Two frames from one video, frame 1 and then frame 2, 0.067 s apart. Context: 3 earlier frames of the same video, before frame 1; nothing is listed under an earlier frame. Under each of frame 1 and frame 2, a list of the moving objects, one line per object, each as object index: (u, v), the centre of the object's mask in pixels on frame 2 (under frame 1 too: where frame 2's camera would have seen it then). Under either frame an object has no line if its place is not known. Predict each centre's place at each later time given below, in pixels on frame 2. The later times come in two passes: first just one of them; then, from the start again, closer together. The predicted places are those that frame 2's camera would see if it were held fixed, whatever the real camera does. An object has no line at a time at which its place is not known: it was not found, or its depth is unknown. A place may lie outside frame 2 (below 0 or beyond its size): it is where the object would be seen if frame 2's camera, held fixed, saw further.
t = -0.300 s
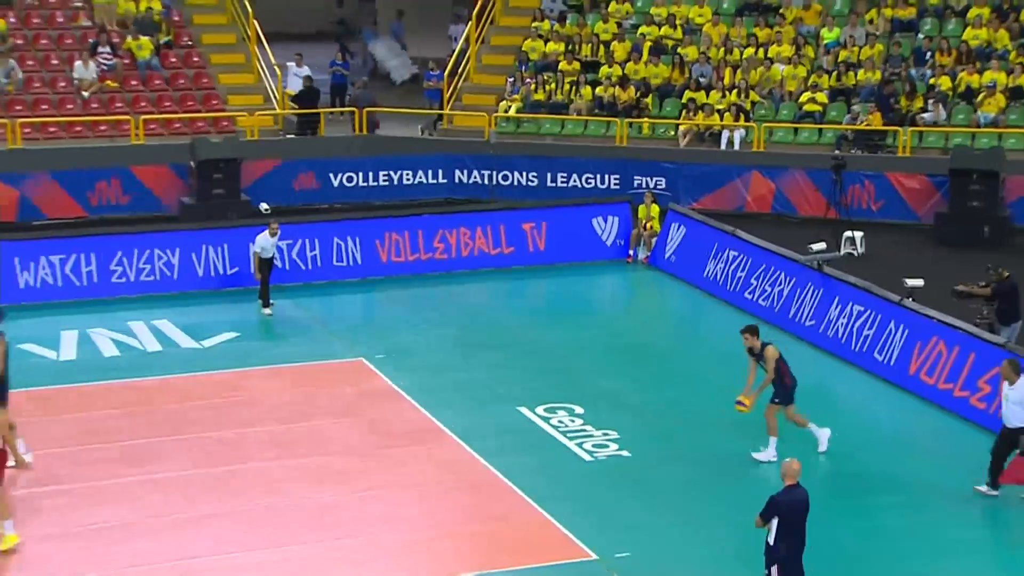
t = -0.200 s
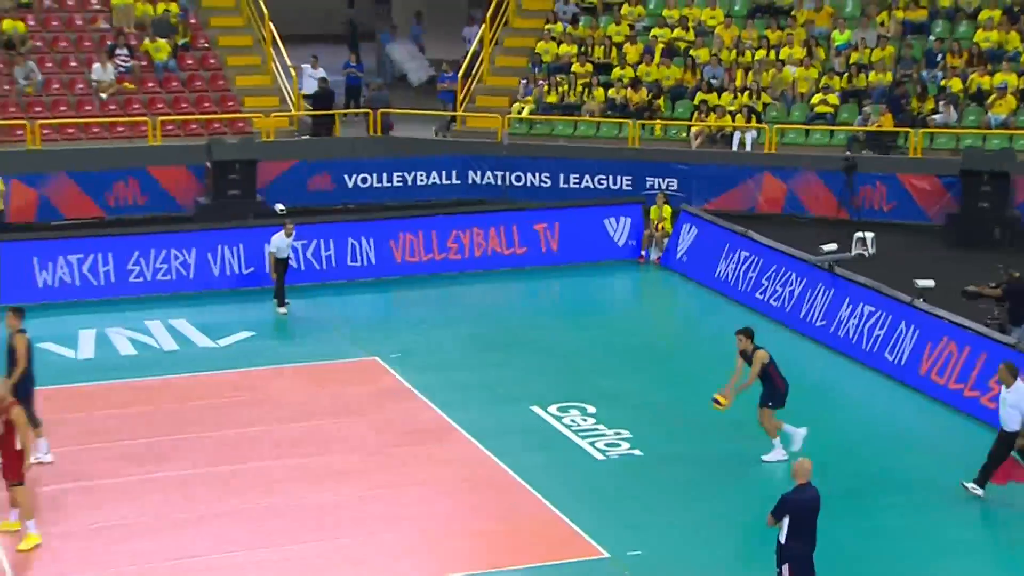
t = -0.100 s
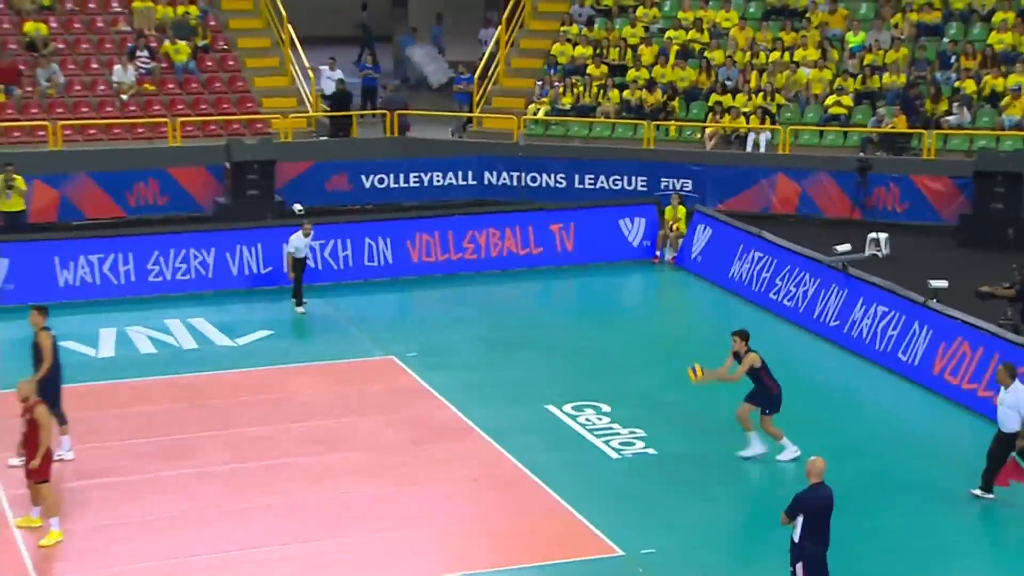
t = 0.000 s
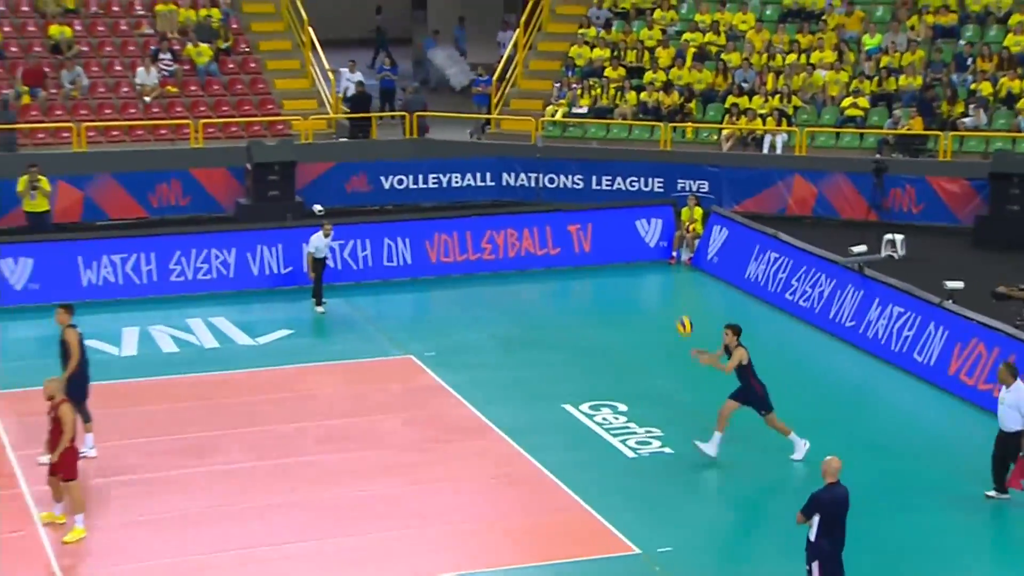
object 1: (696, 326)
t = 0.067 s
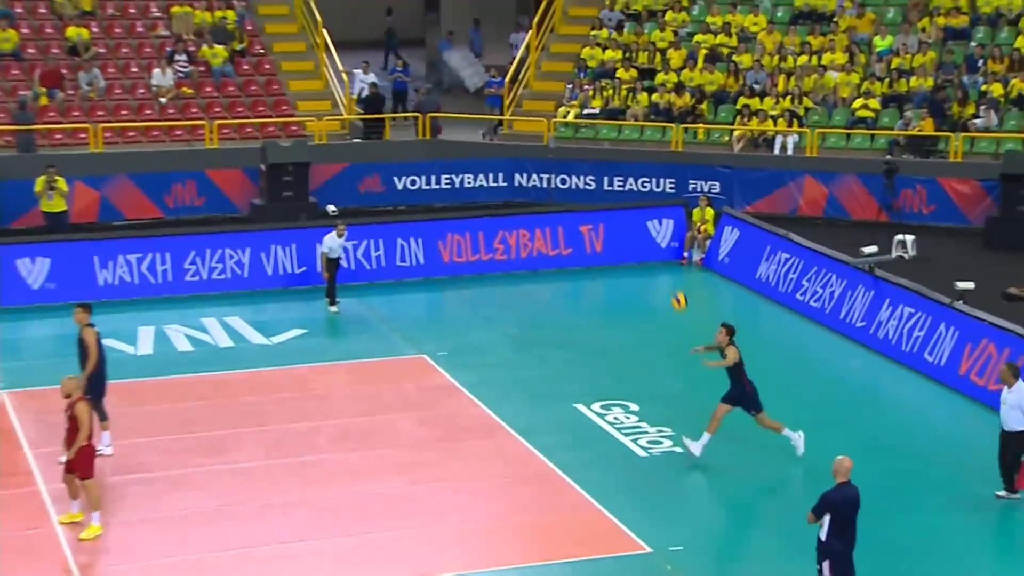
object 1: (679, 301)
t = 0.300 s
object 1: (620, 237)
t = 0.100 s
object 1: (670, 288)
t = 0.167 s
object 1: (654, 268)
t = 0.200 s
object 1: (645, 258)
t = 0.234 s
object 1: (637, 250)
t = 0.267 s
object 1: (629, 244)
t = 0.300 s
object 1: (620, 237)
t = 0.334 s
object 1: (613, 231)
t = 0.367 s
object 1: (605, 226)
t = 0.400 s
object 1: (596, 222)
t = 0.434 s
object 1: (588, 219)
